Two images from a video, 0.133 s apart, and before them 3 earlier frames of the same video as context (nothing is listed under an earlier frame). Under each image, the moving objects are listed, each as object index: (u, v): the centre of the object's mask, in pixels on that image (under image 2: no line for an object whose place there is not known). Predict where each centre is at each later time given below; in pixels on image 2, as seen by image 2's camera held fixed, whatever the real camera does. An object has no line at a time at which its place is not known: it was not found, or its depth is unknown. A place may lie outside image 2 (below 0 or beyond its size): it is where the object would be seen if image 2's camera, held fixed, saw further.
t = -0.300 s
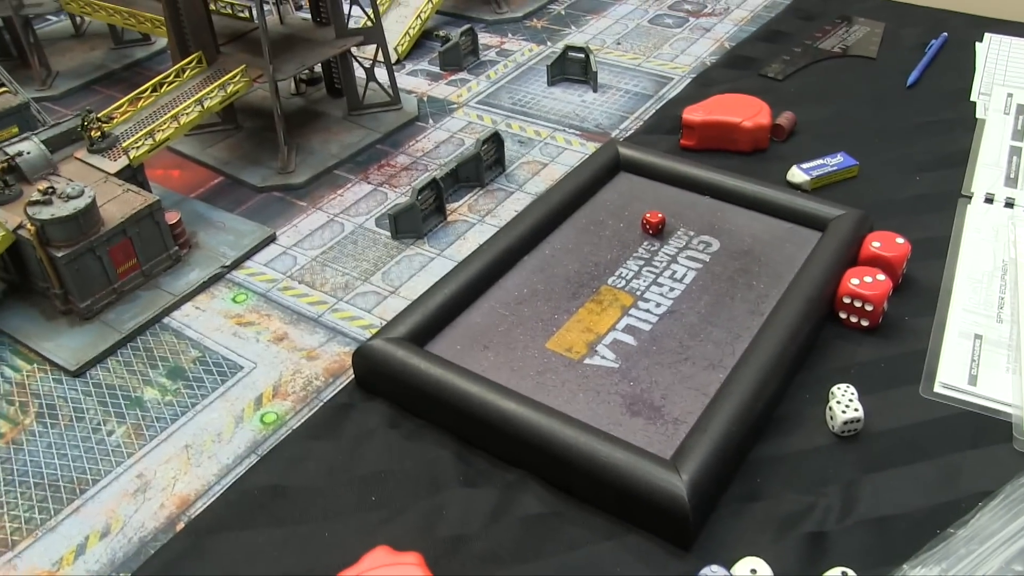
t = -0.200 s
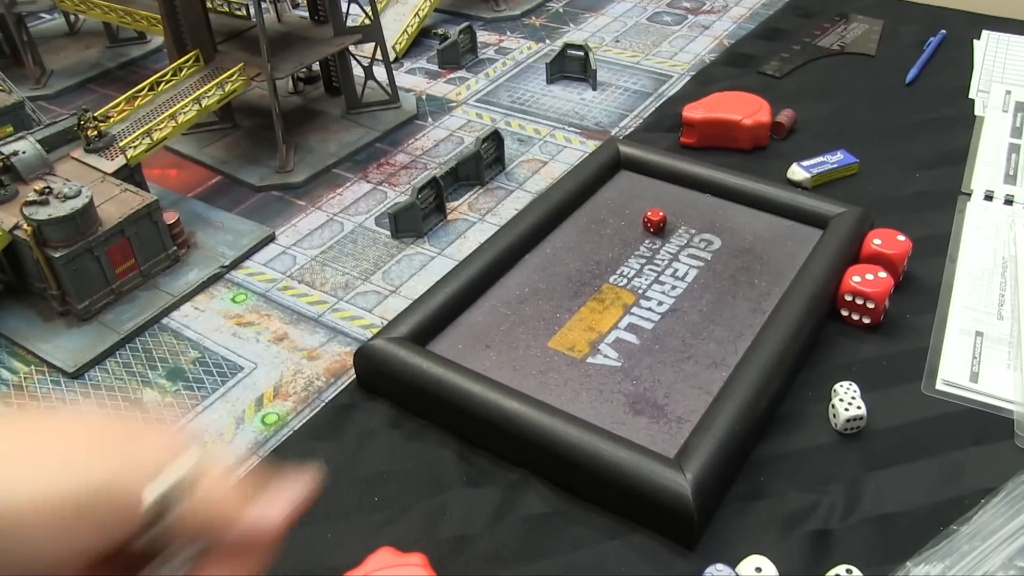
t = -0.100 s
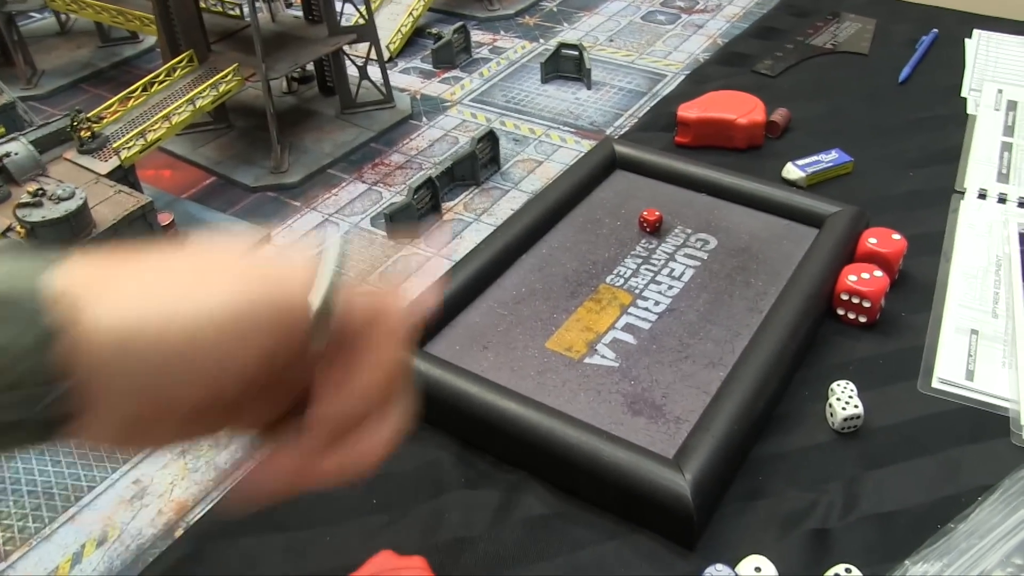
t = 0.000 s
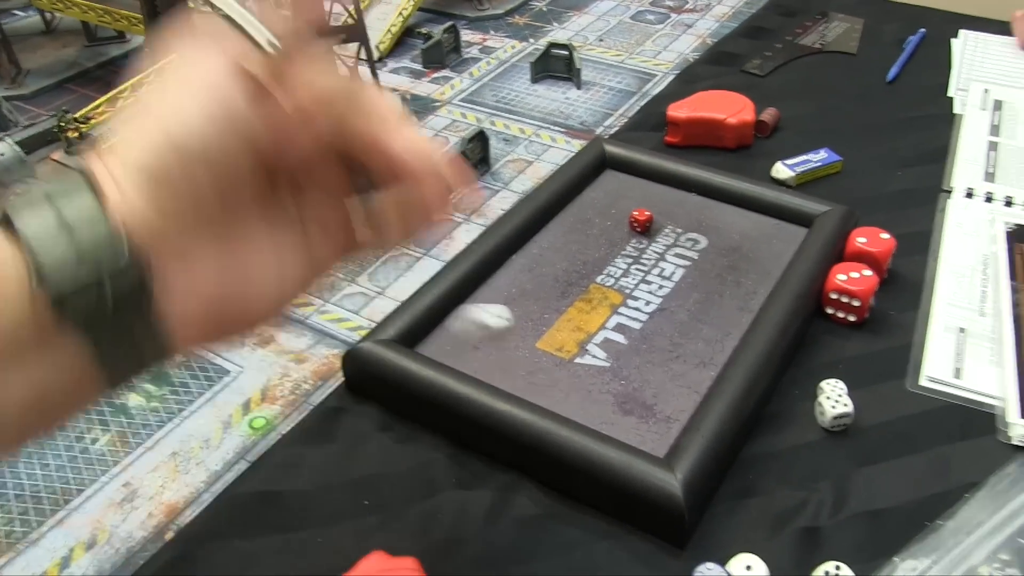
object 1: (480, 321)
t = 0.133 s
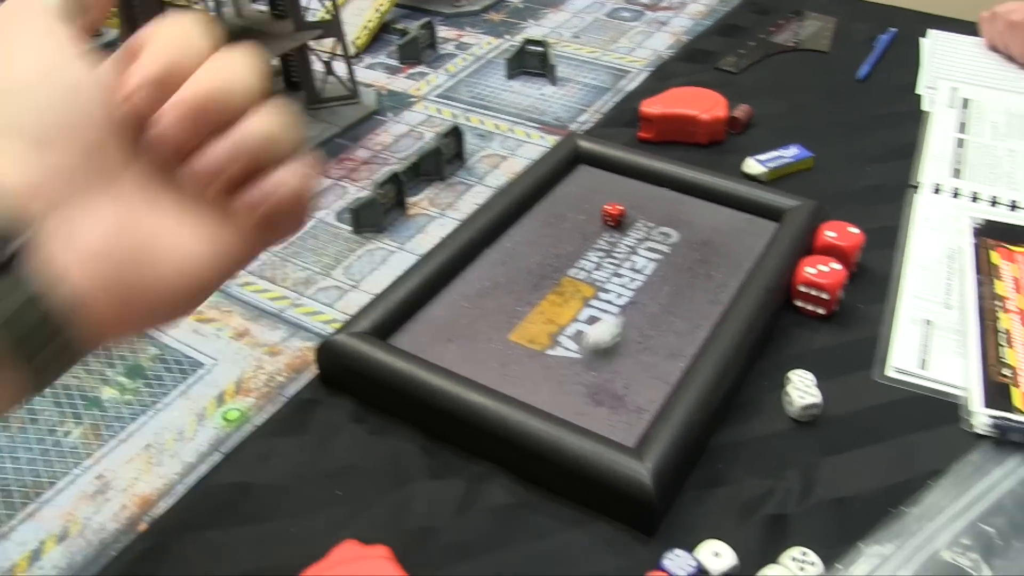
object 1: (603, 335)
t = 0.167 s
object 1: (636, 313)
